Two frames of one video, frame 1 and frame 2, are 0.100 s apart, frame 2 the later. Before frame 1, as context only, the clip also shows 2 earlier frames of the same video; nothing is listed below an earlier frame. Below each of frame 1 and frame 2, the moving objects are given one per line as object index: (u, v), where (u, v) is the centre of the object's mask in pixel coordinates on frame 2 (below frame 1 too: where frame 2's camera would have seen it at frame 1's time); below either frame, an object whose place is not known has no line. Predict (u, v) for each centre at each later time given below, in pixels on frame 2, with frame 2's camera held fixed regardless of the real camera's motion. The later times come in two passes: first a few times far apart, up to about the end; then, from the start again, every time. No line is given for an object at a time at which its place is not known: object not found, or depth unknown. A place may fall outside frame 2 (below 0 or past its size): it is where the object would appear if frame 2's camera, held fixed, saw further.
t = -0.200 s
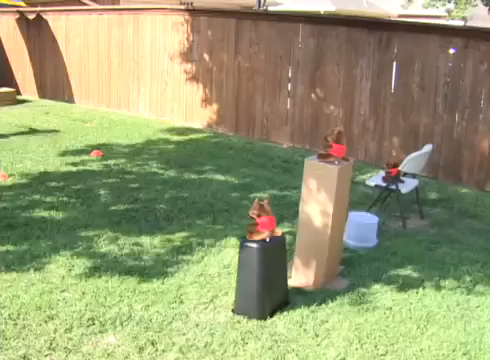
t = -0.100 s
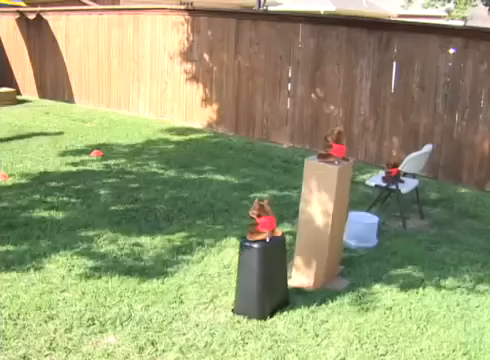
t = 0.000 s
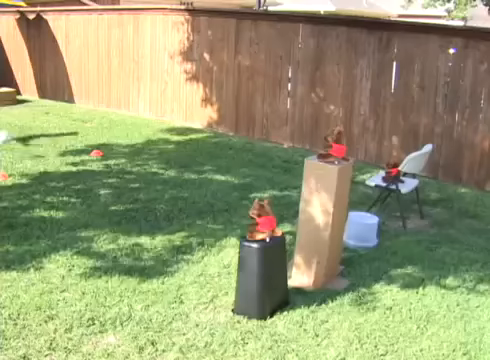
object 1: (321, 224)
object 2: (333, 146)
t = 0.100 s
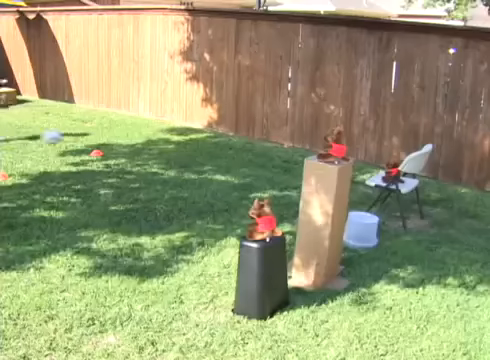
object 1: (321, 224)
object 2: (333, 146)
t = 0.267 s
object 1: (321, 224)
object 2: (334, 146)
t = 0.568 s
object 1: (333, 224)
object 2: (347, 143)
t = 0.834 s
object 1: (318, 221)
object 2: (363, 177)
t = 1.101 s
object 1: (326, 223)
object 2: (373, 270)
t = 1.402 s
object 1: (324, 222)
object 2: (421, 271)
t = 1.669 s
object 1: (324, 220)
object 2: (450, 275)
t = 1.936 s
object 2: (450, 275)
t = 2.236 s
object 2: (450, 275)
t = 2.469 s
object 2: (450, 275)
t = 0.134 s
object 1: (321, 224)
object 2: (334, 146)
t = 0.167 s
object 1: (321, 224)
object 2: (334, 146)
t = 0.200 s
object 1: (321, 224)
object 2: (334, 146)
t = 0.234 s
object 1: (321, 224)
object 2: (334, 146)
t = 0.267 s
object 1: (321, 224)
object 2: (334, 146)
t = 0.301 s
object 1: (321, 224)
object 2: (334, 146)
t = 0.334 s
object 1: (321, 224)
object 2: (334, 146)
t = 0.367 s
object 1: (321, 224)
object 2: (334, 146)
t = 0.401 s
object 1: (324, 224)
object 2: (334, 146)
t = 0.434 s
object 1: (335, 225)
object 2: (335, 144)
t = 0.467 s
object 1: (343, 228)
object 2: (338, 141)
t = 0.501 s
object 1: (342, 227)
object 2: (341, 141)
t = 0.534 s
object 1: (338, 225)
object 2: (344, 141)
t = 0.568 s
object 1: (333, 224)
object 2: (347, 143)
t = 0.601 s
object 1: (330, 222)
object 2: (349, 144)
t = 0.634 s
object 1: (326, 222)
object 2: (351, 149)
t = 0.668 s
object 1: (323, 222)
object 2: (356, 156)
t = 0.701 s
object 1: (321, 220)
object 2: (359, 159)
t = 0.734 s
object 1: (319, 220)
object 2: (358, 159)
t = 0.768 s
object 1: (318, 220)
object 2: (362, 162)
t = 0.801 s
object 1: (318, 221)
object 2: (362, 174)
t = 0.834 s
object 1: (318, 221)
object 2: (363, 177)
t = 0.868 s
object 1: (319, 222)
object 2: (360, 185)
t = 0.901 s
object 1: (321, 222)
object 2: (367, 193)
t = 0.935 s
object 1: (322, 222)
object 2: (366, 200)
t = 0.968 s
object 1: (323, 222)
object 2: (370, 214)
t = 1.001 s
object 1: (324, 222)
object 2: (371, 228)
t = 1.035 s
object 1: (325, 222)
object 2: (371, 243)
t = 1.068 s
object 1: (326, 223)
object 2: (371, 256)
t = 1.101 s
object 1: (326, 223)
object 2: (373, 270)
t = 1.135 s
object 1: (327, 222)
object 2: (374, 276)
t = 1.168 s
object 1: (326, 223)
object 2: (382, 272)
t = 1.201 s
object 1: (326, 223)
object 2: (387, 270)
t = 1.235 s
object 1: (326, 223)
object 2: (395, 266)
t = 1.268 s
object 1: (325, 223)
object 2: (400, 266)
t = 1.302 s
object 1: (325, 222)
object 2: (406, 266)
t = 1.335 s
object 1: (325, 222)
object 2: (411, 266)
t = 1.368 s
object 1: (325, 222)
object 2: (416, 269)
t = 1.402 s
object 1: (324, 222)
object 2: (421, 271)
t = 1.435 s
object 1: (324, 222)
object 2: (426, 273)
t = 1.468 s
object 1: (324, 221)
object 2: (430, 272)
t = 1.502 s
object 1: (324, 221)
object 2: (434, 272)
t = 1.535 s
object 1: (324, 221)
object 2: (438, 272)
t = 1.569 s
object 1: (324, 220)
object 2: (442, 274)
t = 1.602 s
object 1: (324, 220)
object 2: (445, 276)
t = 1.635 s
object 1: (324, 220)
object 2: (448, 275)
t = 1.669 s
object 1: (324, 220)
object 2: (450, 275)
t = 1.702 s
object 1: (324, 219)
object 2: (452, 274)
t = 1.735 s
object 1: (324, 220)
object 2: (453, 273)
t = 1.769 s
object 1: (324, 219)
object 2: (453, 273)
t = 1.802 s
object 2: (454, 273)
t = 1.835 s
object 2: (453, 273)
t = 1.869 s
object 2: (453, 274)
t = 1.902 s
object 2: (450, 275)
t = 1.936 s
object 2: (450, 275)
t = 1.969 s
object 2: (450, 275)
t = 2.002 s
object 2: (450, 275)
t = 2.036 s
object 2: (450, 275)
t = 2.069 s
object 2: (450, 275)
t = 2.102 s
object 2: (450, 275)
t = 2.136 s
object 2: (450, 275)
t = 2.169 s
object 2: (450, 275)
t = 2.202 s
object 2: (450, 275)
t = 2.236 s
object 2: (450, 275)
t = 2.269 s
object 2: (450, 276)
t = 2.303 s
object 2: (450, 275)
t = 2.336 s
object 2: (450, 275)
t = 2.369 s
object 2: (450, 275)
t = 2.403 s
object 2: (450, 275)
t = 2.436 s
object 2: (450, 275)
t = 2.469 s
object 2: (450, 275)
